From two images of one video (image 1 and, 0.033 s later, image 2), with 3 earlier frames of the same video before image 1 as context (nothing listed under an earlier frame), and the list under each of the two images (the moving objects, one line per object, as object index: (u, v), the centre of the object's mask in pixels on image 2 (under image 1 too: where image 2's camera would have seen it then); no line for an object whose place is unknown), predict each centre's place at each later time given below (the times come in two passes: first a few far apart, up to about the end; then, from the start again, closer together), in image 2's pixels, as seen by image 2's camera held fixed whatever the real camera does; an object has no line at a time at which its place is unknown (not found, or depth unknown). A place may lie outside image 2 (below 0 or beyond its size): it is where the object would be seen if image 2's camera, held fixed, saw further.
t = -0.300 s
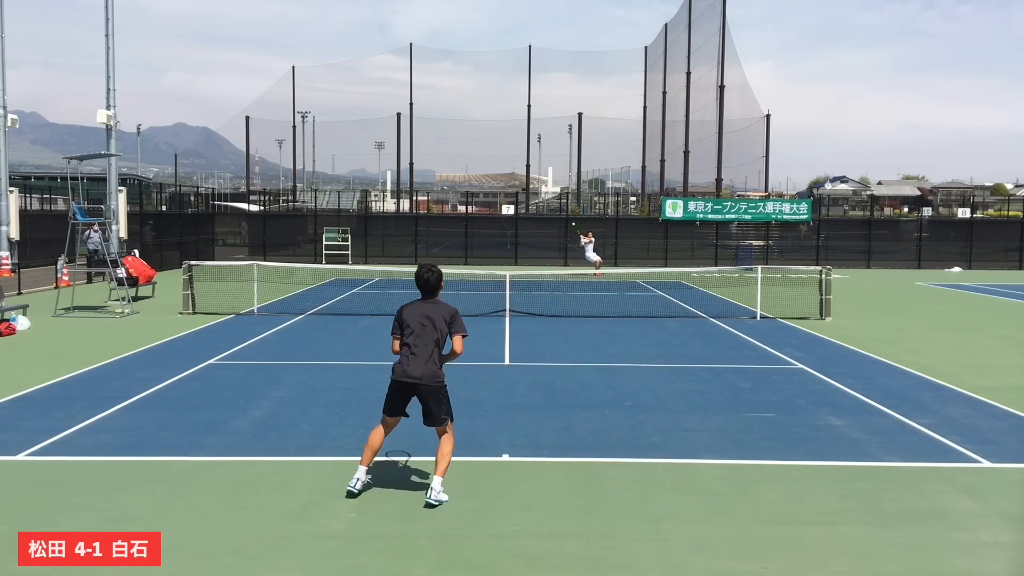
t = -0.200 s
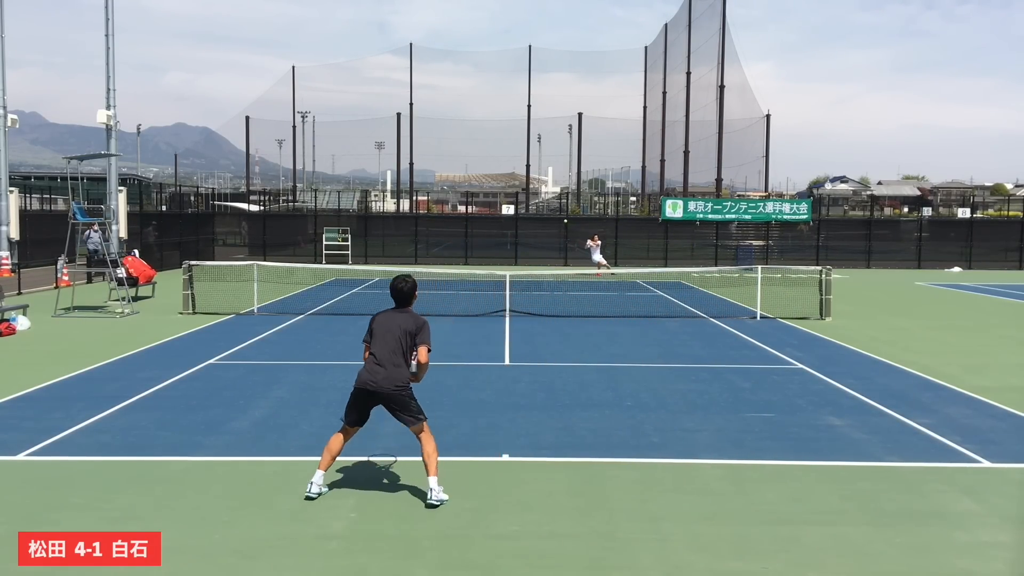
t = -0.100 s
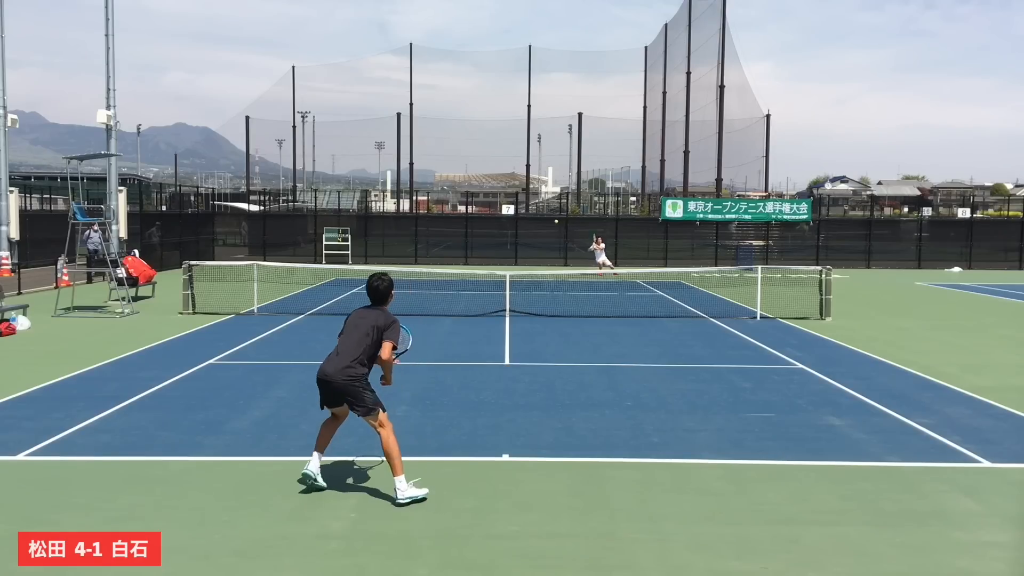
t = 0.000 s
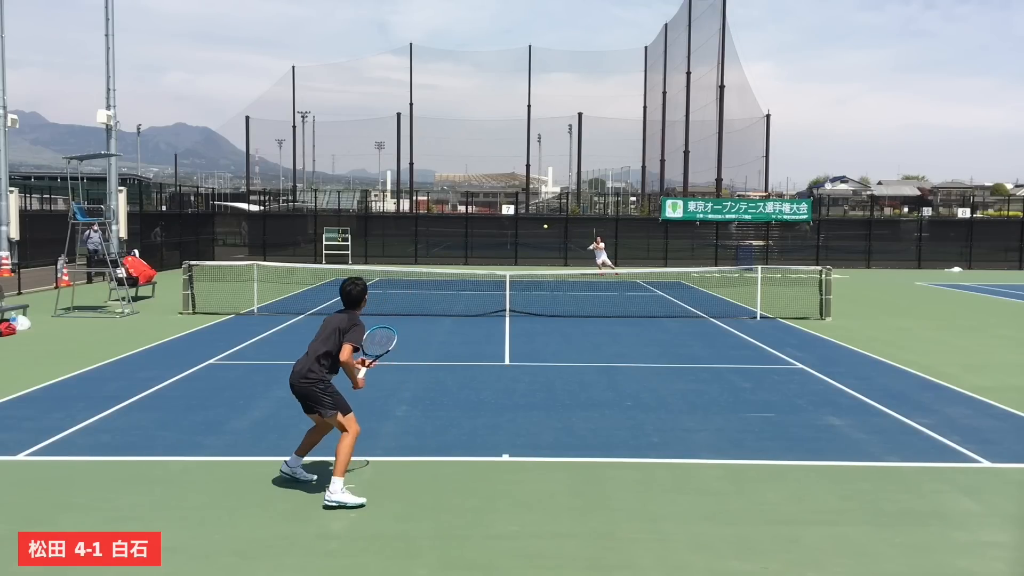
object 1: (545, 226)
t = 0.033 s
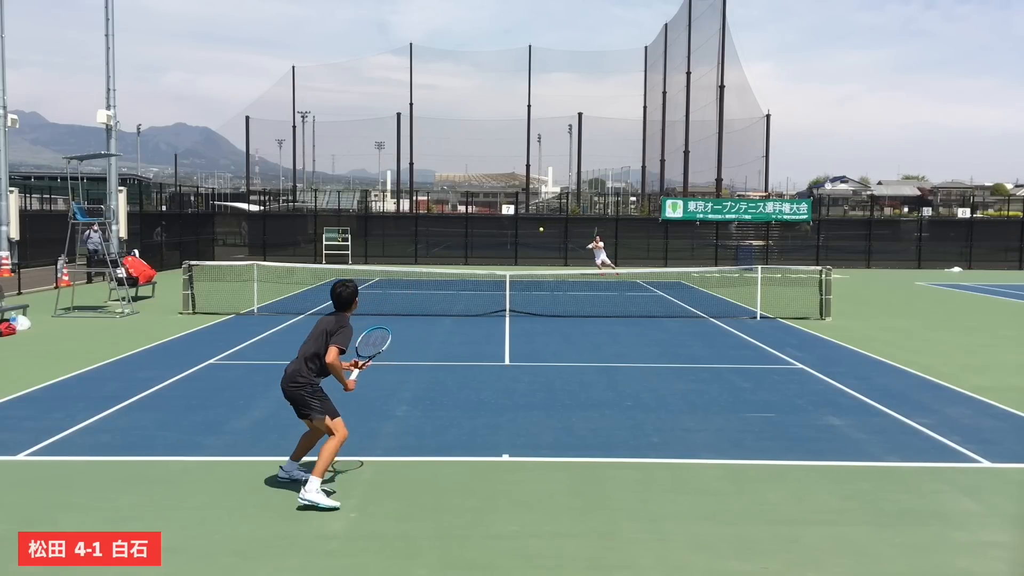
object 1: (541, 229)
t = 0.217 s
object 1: (513, 259)
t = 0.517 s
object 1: (438, 387)
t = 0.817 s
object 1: (341, 365)
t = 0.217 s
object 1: (513, 259)
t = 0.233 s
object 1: (510, 263)
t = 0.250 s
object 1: (507, 267)
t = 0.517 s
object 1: (438, 387)
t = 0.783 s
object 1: (355, 365)
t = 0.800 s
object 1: (348, 365)
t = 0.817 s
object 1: (341, 365)
